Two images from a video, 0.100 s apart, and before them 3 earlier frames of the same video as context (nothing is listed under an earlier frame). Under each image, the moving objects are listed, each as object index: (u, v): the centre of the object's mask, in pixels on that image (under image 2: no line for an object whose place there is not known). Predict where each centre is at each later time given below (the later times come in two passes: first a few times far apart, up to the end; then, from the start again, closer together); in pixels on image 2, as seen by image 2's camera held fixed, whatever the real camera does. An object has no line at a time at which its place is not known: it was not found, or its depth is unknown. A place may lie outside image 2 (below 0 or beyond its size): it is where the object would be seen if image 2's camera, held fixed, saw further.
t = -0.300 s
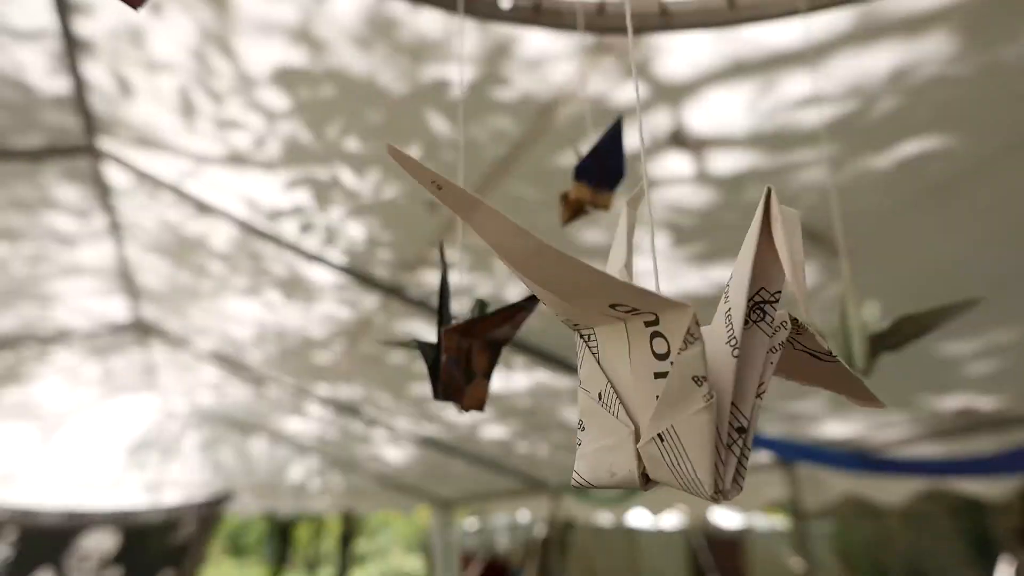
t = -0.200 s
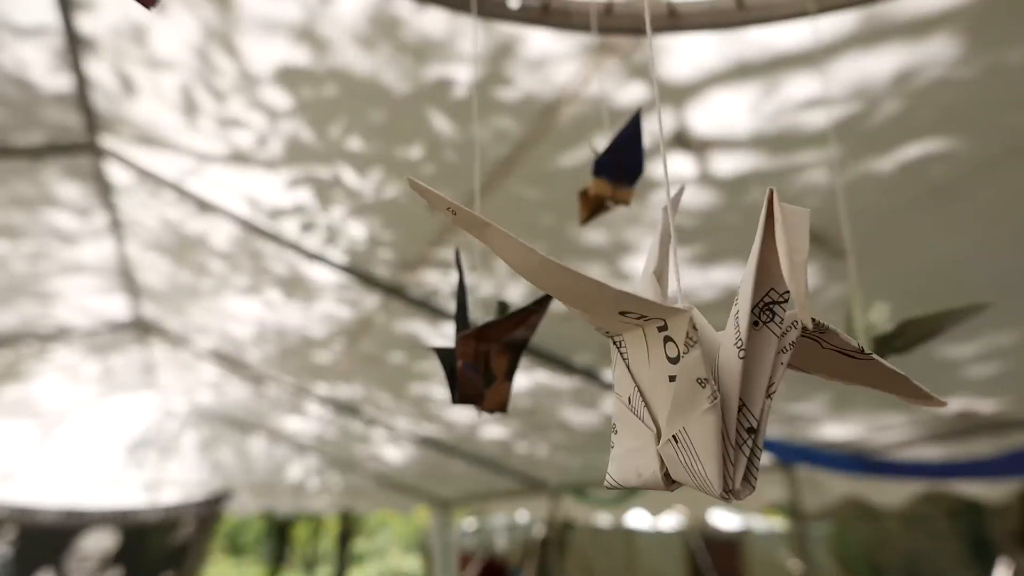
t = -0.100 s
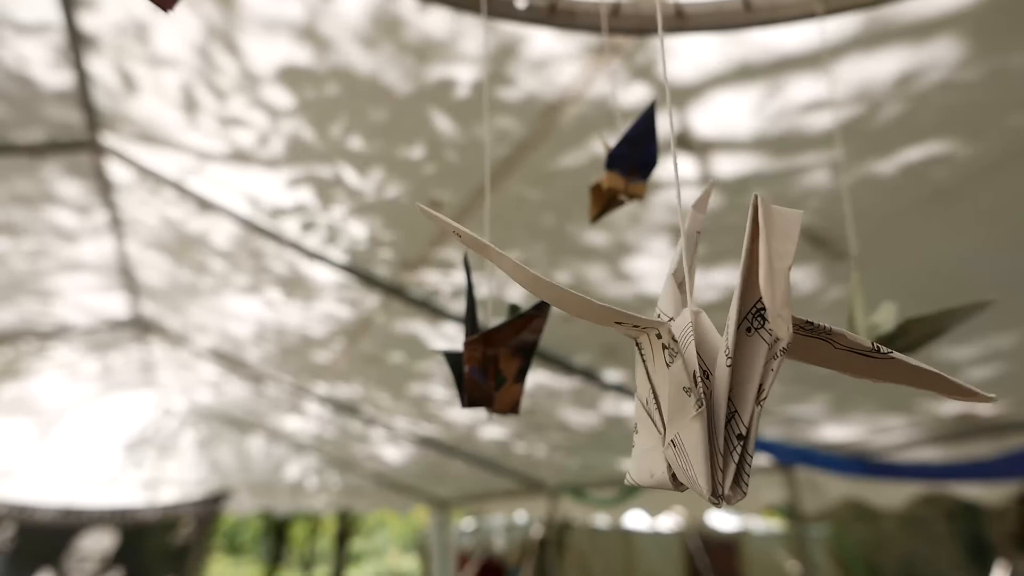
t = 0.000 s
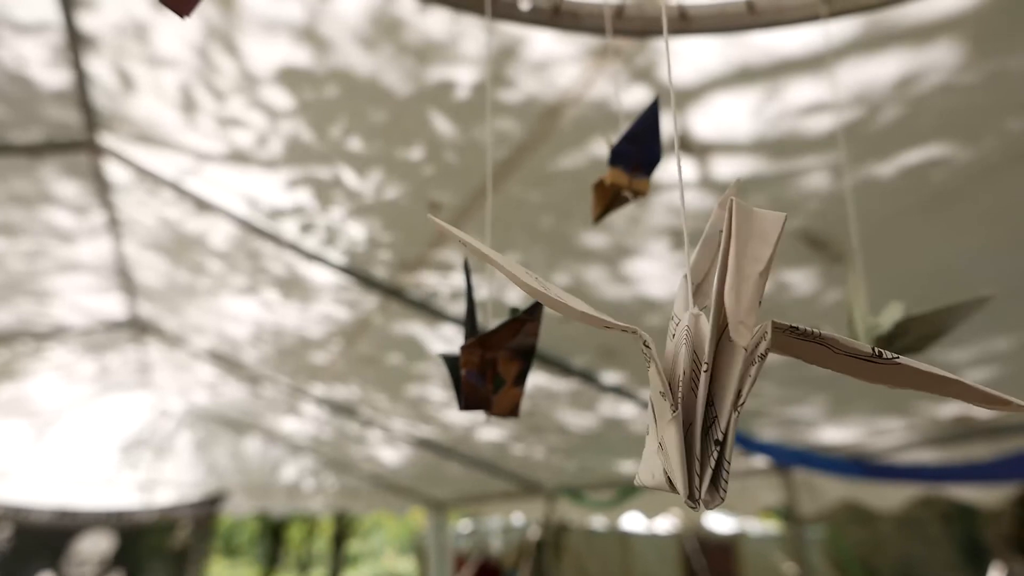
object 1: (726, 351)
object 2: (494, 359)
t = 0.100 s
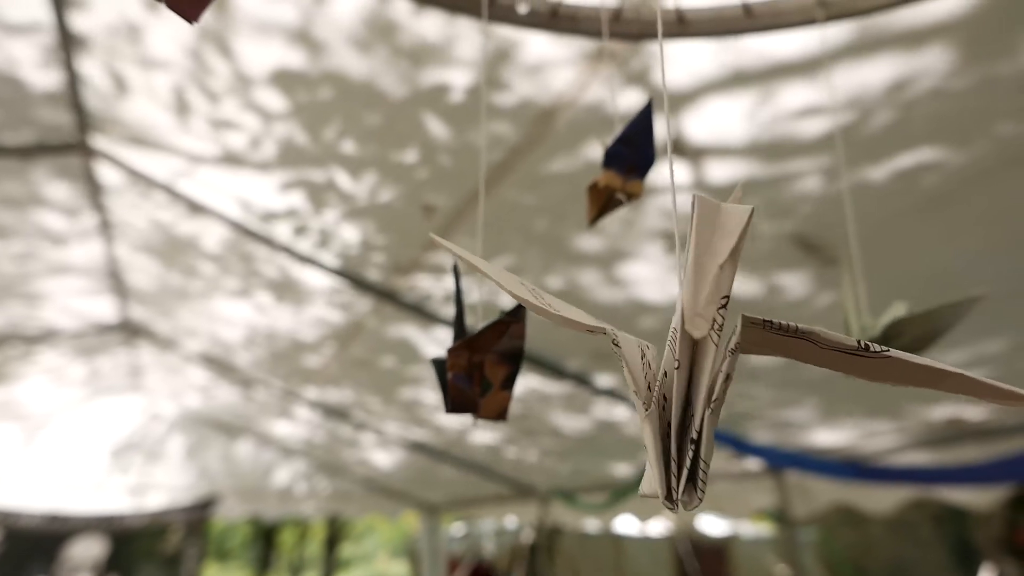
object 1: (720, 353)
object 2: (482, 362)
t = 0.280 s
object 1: (703, 341)
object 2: (464, 358)
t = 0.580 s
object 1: (689, 349)
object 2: (470, 355)
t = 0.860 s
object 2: (494, 368)
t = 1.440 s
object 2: (475, 354)
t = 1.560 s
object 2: (480, 345)
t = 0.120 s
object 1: (719, 352)
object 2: (480, 363)
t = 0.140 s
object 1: (717, 351)
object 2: (477, 362)
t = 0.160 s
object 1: (715, 349)
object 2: (475, 362)
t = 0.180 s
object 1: (712, 347)
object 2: (473, 362)
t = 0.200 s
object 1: (711, 345)
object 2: (472, 361)
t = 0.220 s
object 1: (709, 343)
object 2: (470, 360)
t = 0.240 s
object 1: (706, 342)
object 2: (468, 359)
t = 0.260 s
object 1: (705, 342)
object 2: (466, 359)
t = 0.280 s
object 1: (703, 341)
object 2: (464, 358)
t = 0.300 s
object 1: (703, 342)
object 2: (463, 357)
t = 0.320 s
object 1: (701, 341)
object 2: (462, 356)
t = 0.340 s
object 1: (701, 342)
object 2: (462, 355)
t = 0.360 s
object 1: (700, 342)
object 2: (461, 355)
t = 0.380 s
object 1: (699, 343)
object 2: (461, 355)
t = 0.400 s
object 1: (697, 343)
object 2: (460, 354)
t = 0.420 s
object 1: (697, 343)
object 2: (461, 354)
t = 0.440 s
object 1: (696, 344)
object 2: (461, 354)
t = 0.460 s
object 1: (694, 344)
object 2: (461, 353)
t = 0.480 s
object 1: (693, 344)
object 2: (462, 353)
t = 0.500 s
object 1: (691, 345)
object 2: (463, 353)
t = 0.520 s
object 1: (691, 346)
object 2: (465, 354)
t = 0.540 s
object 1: (690, 347)
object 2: (466, 354)
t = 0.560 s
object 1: (689, 348)
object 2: (468, 354)
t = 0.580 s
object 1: (689, 349)
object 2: (470, 355)
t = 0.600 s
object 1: (689, 350)
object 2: (471, 355)
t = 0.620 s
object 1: (689, 351)
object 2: (473, 356)
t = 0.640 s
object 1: (689, 352)
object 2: (475, 357)
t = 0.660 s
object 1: (689, 353)
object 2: (477, 358)
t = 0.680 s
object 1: (690, 354)
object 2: (480, 359)
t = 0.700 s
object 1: (690, 355)
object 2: (482, 361)
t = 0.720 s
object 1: (689, 356)
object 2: (483, 363)
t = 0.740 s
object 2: (485, 363)
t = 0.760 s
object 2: (487, 365)
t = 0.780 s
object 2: (489, 366)
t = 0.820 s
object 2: (492, 367)
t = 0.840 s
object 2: (493, 368)
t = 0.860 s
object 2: (494, 368)
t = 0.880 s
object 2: (496, 369)
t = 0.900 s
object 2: (496, 369)
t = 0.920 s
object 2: (497, 369)
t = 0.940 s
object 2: (497, 370)
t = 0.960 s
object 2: (498, 370)
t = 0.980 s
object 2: (498, 370)
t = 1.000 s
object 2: (497, 370)
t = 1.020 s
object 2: (497, 370)
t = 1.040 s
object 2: (496, 370)
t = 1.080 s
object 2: (495, 369)
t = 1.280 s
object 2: (482, 361)
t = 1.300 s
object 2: (480, 360)
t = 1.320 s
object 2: (479, 359)
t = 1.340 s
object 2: (477, 359)
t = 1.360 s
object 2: (476, 358)
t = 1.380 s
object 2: (476, 357)
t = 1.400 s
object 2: (476, 356)
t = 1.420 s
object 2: (475, 355)
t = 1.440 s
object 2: (475, 354)
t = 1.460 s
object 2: (476, 353)
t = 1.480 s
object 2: (476, 352)
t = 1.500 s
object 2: (477, 351)
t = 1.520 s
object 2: (478, 349)
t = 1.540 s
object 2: (479, 347)
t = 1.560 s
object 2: (480, 345)
